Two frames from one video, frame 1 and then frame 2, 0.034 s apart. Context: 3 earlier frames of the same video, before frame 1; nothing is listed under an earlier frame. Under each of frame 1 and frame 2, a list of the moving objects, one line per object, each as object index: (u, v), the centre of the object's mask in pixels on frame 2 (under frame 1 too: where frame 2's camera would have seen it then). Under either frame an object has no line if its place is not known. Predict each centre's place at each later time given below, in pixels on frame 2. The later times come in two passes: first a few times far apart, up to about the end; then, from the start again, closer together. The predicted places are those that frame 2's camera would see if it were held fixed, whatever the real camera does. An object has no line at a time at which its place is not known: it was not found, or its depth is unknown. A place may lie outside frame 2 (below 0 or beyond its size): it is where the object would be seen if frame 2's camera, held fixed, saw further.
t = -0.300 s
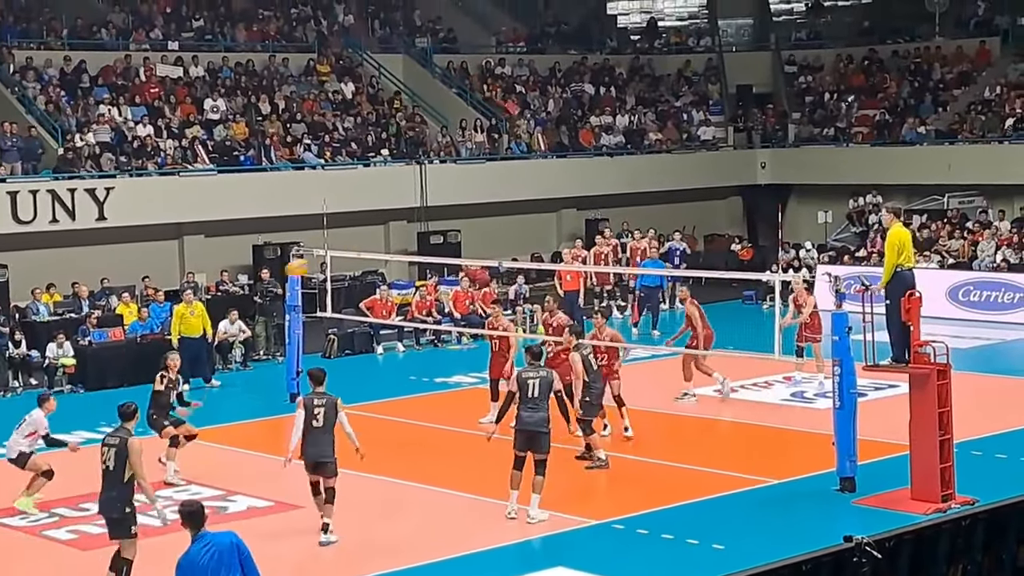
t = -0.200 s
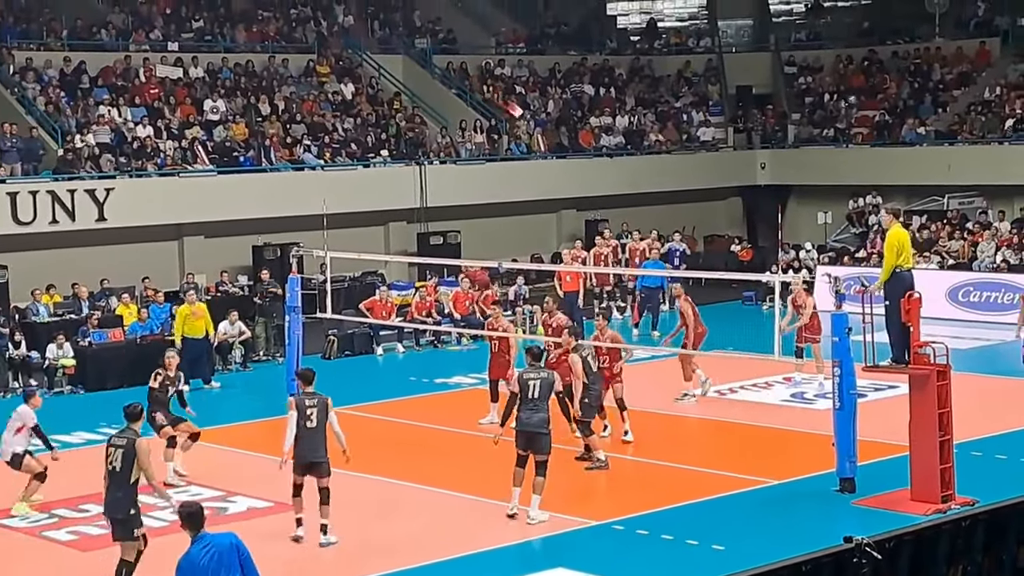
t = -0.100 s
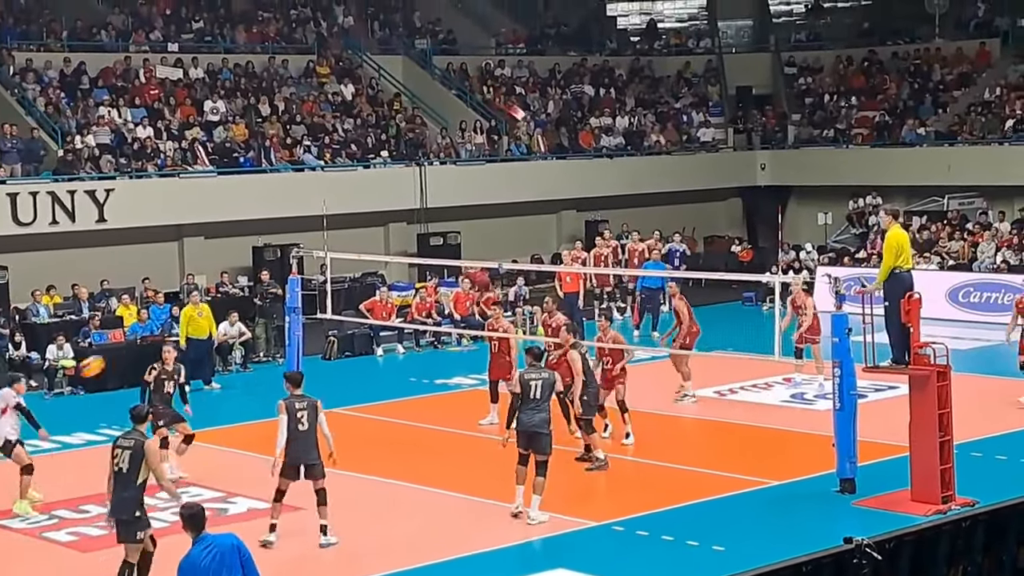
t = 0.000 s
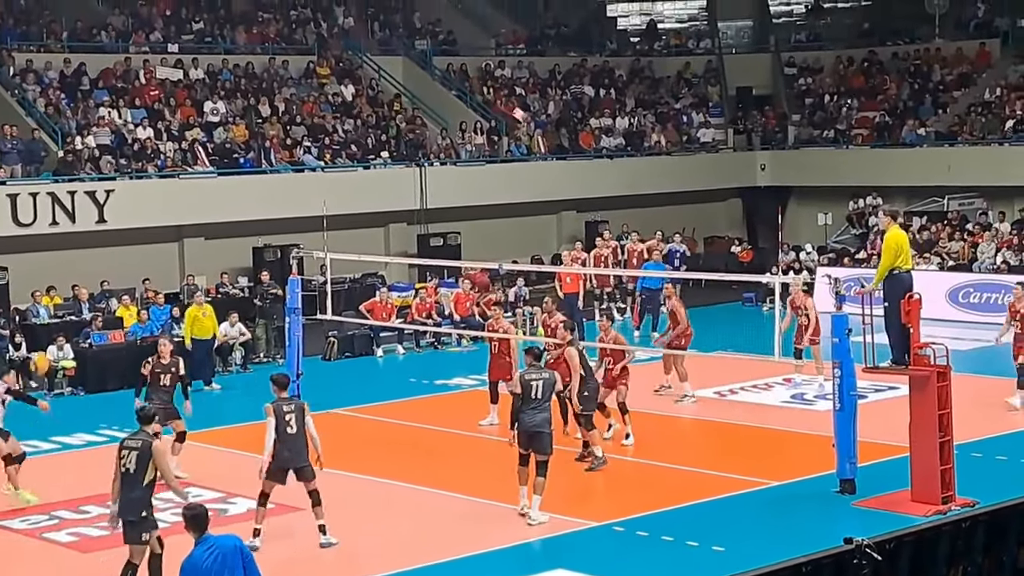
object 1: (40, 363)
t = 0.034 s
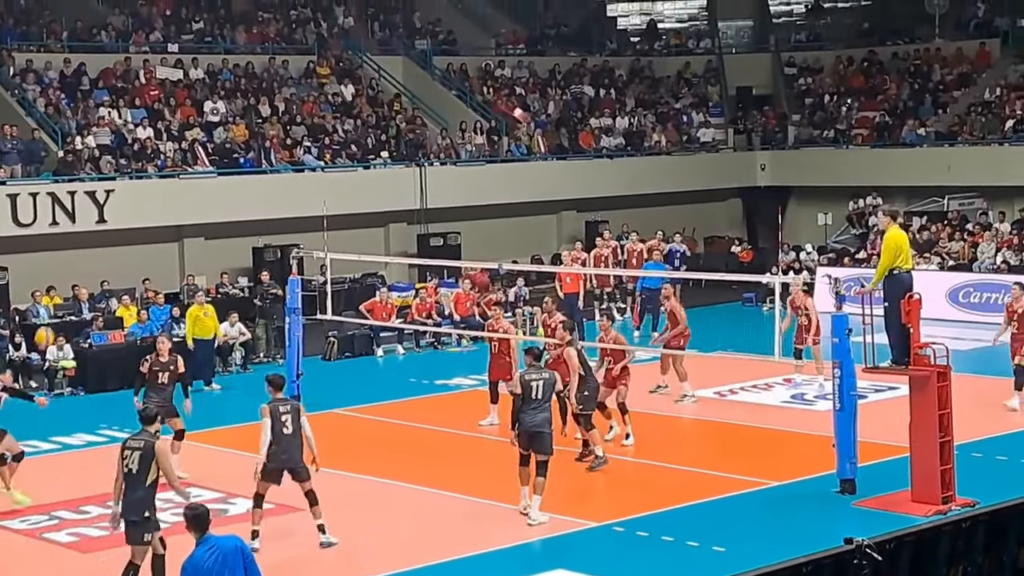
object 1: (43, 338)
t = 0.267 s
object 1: (73, 187)
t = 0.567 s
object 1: (108, 67)
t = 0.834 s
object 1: (138, 23)
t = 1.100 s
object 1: (170, 36)
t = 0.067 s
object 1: (49, 312)
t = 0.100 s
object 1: (52, 289)
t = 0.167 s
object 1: (61, 245)
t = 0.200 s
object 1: (66, 226)
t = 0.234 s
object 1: (69, 207)
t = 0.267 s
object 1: (73, 187)
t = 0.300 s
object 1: (77, 171)
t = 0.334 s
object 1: (81, 155)
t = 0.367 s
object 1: (84, 140)
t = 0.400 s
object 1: (88, 125)
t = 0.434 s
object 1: (92, 112)
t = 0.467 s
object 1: (97, 98)
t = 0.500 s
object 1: (100, 87)
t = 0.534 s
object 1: (104, 77)
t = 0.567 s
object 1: (108, 67)
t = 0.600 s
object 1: (111, 58)
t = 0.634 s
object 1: (116, 50)
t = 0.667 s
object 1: (119, 43)
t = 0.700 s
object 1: (123, 38)
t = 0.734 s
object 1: (127, 33)
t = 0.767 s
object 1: (131, 28)
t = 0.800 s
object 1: (134, 25)
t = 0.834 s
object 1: (138, 23)
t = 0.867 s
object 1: (142, 22)
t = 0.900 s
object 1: (146, 21)
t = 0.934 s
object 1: (150, 21)
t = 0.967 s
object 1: (155, 22)
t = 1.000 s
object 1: (158, 25)
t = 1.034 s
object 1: (162, 28)
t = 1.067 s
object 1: (167, 32)
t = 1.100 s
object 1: (170, 36)
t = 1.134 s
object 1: (174, 42)
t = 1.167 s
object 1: (179, 49)
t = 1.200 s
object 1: (183, 56)
